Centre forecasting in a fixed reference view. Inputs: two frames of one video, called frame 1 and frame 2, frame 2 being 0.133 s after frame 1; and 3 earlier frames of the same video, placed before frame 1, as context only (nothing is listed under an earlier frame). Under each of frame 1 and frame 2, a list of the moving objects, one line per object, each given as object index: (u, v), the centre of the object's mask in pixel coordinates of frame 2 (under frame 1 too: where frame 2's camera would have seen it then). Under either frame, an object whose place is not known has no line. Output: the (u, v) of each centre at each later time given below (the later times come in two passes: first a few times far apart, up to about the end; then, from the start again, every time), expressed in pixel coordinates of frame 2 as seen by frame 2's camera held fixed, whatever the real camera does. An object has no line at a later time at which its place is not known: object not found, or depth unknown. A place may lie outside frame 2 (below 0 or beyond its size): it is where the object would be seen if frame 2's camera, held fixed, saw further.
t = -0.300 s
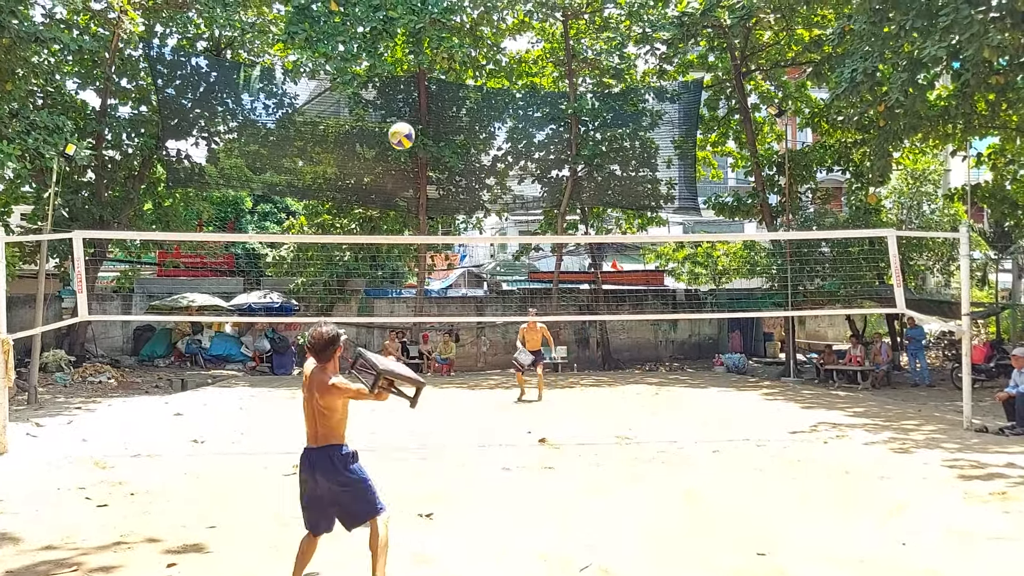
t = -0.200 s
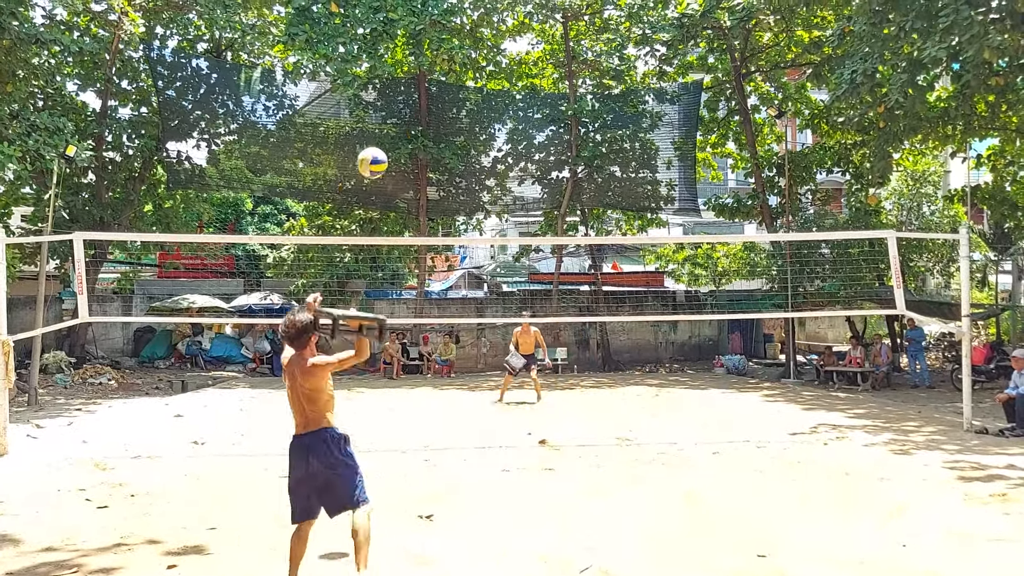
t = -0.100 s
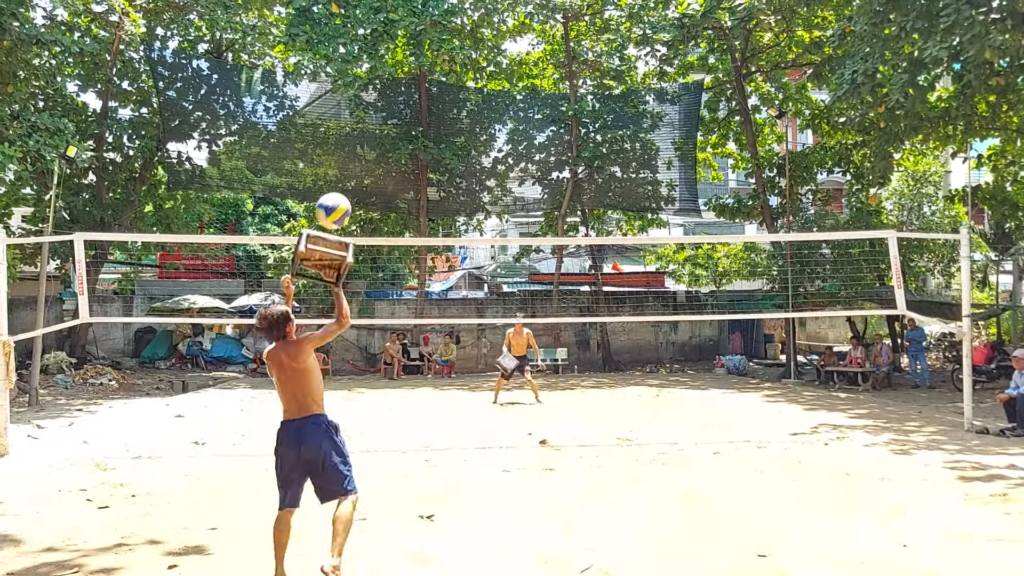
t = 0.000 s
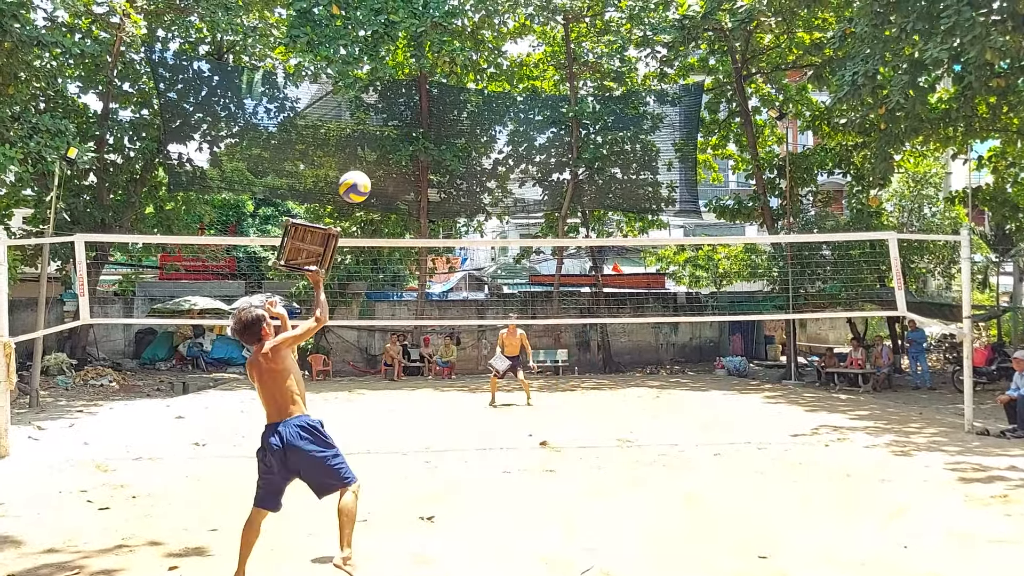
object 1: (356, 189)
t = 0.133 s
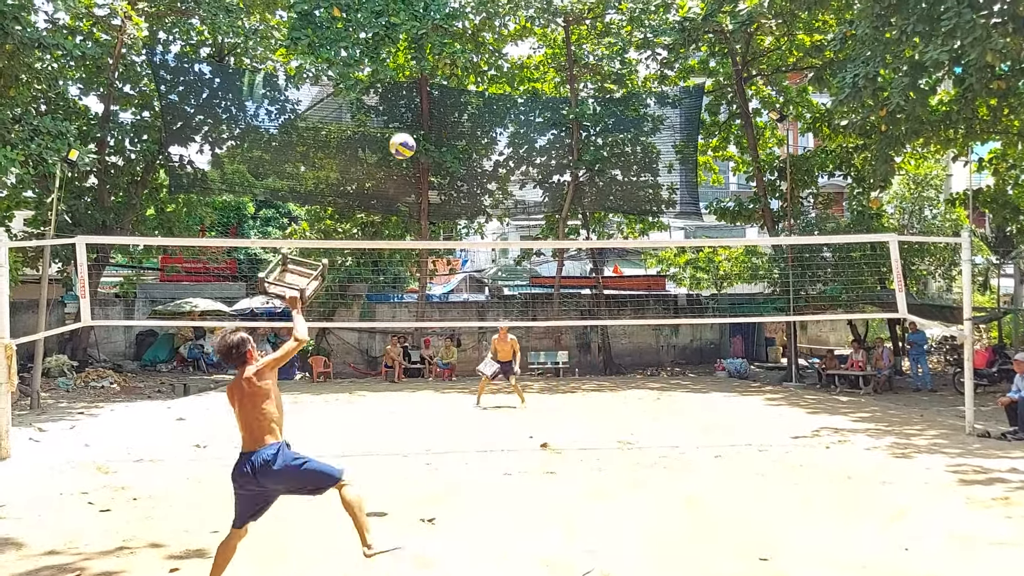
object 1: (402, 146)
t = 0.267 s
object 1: (436, 133)
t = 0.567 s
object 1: (481, 159)
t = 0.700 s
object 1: (496, 187)
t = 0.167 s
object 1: (412, 140)
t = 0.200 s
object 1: (421, 137)
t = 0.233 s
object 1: (429, 134)
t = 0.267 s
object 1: (436, 133)
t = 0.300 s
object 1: (442, 133)
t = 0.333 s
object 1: (448, 134)
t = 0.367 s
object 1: (454, 136)
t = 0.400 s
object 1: (460, 138)
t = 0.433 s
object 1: (465, 141)
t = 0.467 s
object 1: (469, 144)
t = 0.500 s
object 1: (473, 148)
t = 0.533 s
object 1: (478, 153)
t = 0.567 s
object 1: (481, 159)
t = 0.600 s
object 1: (485, 165)
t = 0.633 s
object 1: (489, 172)
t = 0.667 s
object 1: (492, 180)
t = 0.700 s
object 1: (496, 187)
